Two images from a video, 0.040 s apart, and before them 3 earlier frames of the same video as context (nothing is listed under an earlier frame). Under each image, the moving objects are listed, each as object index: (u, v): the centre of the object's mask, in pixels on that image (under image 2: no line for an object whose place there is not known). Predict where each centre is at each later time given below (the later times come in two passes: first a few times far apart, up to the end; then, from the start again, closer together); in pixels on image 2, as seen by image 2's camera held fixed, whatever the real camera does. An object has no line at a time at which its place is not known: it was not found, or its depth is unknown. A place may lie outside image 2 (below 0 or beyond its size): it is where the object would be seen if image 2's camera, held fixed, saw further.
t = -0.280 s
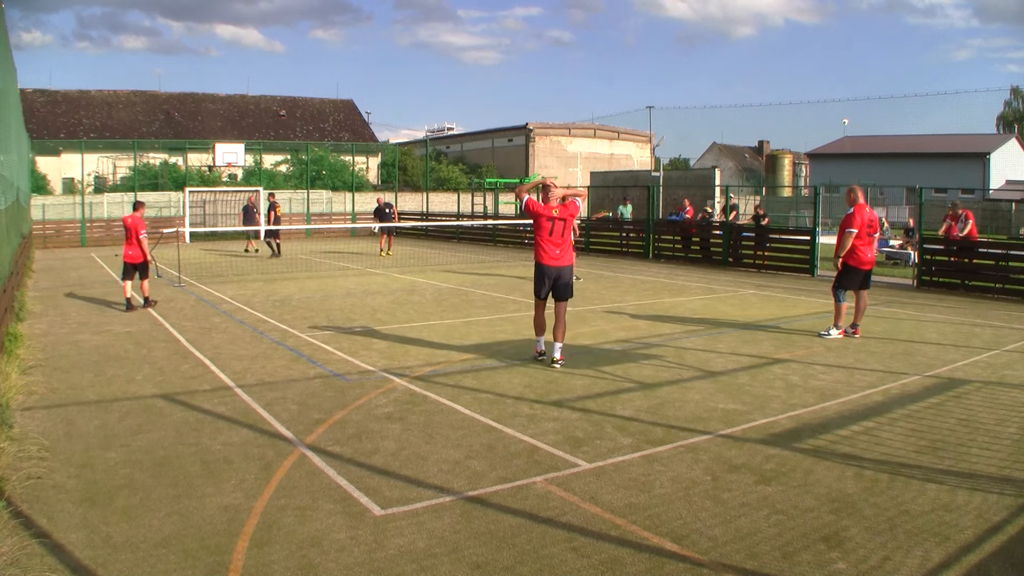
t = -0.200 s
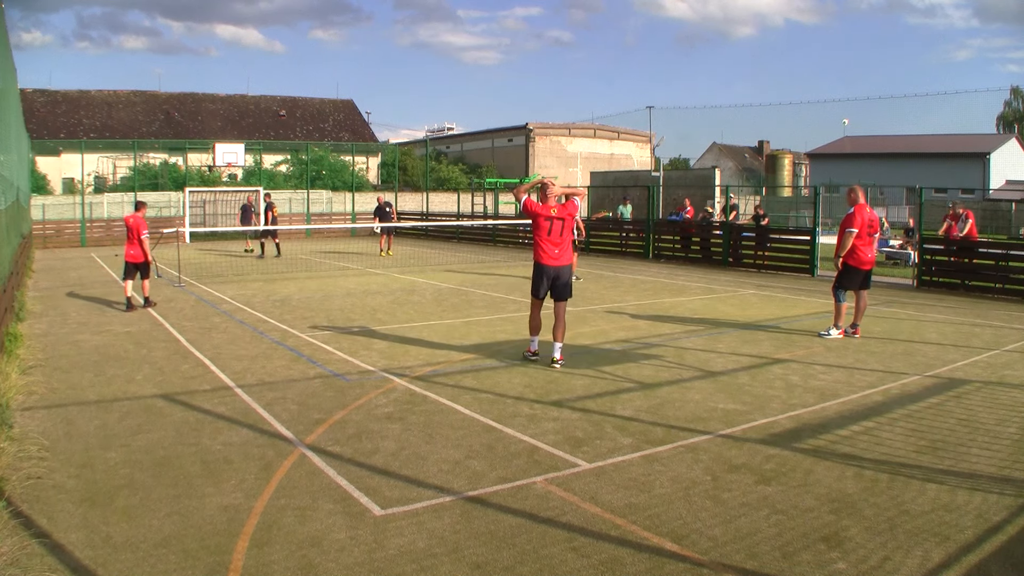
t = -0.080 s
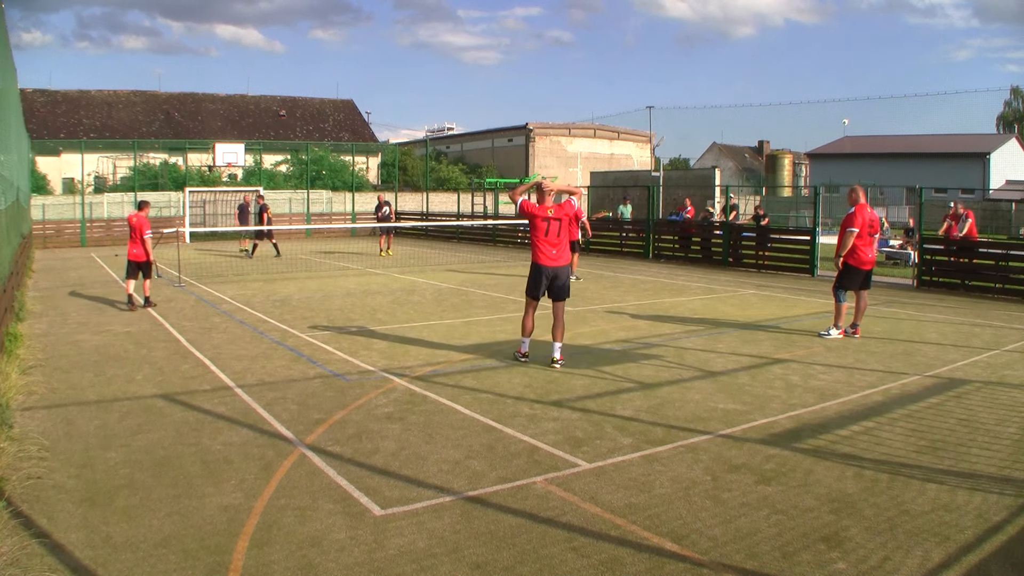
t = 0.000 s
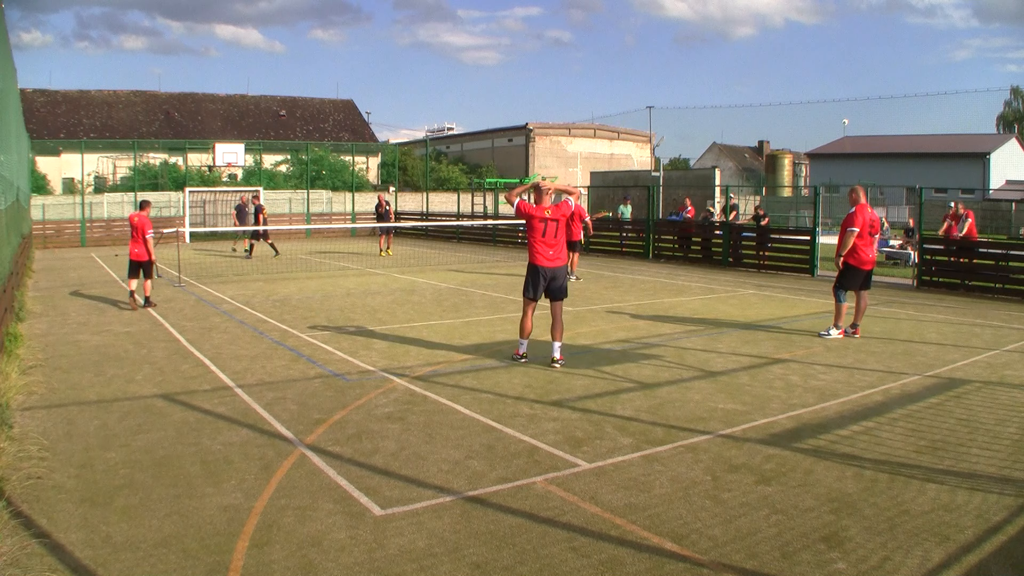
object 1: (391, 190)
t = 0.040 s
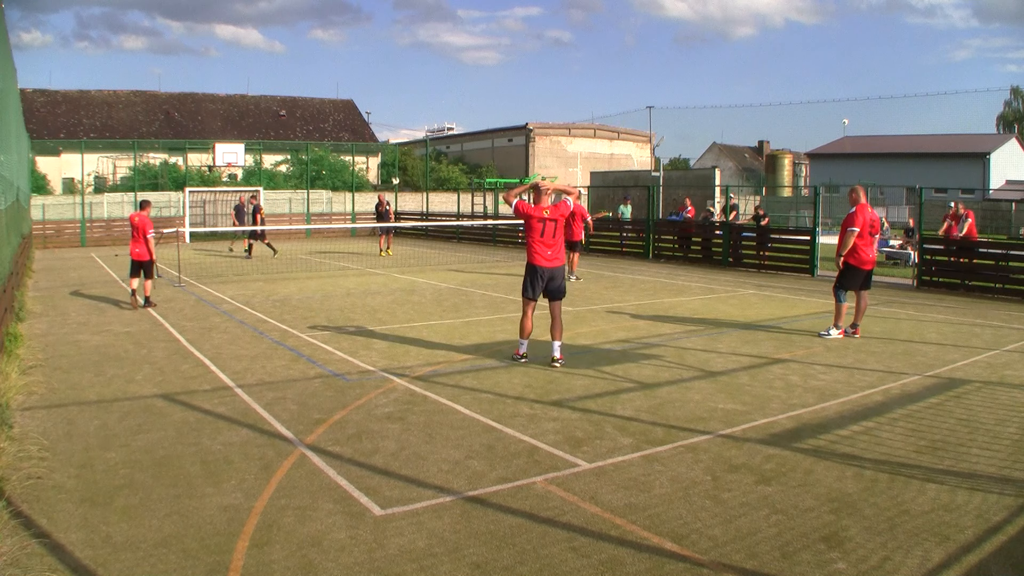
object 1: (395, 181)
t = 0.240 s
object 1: (413, 141)
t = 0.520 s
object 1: (440, 108)
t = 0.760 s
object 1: (467, 103)
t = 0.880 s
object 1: (481, 111)
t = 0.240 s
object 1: (413, 141)
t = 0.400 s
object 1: (428, 119)
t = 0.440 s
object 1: (432, 114)
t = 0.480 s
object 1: (436, 111)
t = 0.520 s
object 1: (440, 108)
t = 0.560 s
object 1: (444, 105)
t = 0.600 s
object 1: (449, 103)
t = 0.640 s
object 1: (453, 102)
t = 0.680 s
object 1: (457, 102)
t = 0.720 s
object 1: (462, 102)
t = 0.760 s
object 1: (467, 103)
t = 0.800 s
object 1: (472, 105)
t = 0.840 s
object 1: (476, 108)
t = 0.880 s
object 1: (481, 111)
